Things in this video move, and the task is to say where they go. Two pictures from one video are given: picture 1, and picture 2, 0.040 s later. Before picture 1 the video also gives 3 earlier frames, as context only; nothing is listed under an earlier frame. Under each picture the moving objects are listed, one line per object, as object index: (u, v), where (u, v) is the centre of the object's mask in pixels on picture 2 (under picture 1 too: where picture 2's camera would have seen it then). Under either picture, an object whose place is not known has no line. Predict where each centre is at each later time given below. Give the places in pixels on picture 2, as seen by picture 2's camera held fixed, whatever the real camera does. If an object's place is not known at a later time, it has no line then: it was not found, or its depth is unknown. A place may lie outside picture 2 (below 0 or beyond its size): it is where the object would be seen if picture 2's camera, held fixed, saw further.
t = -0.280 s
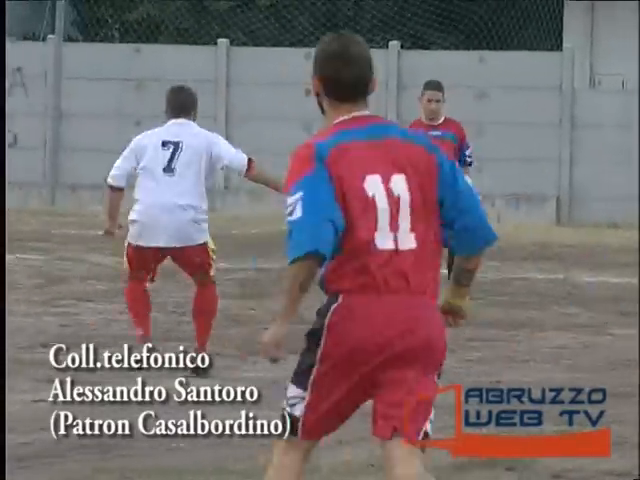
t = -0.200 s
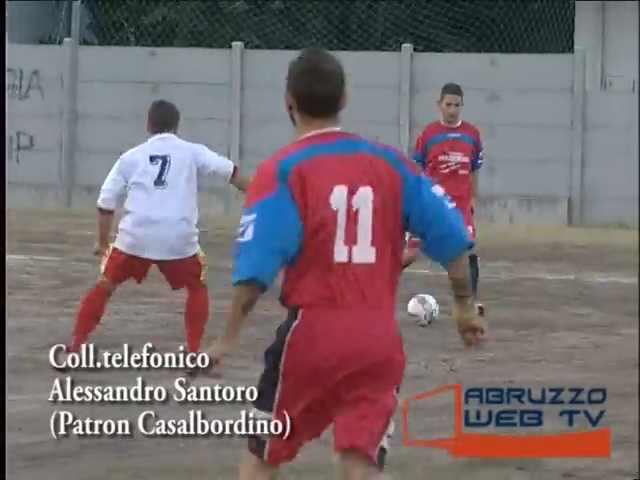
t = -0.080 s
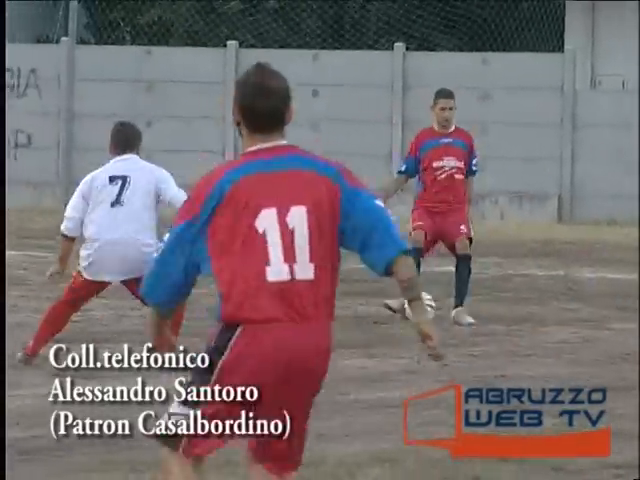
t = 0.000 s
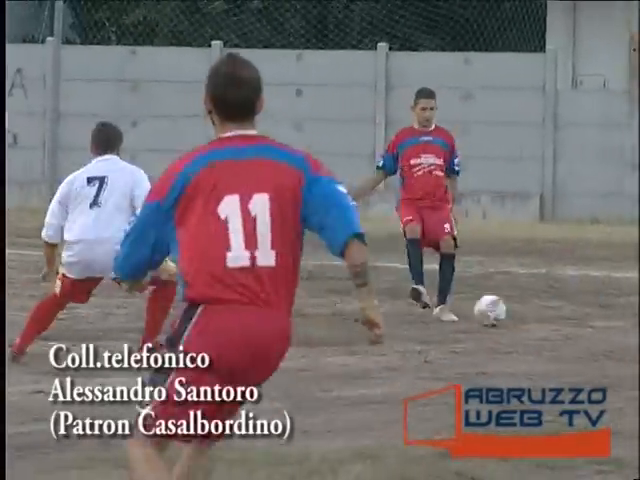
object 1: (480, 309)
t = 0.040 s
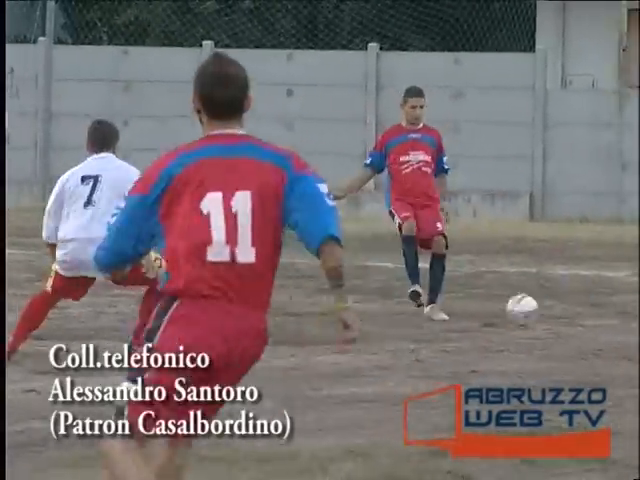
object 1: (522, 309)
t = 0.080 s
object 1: (566, 312)
